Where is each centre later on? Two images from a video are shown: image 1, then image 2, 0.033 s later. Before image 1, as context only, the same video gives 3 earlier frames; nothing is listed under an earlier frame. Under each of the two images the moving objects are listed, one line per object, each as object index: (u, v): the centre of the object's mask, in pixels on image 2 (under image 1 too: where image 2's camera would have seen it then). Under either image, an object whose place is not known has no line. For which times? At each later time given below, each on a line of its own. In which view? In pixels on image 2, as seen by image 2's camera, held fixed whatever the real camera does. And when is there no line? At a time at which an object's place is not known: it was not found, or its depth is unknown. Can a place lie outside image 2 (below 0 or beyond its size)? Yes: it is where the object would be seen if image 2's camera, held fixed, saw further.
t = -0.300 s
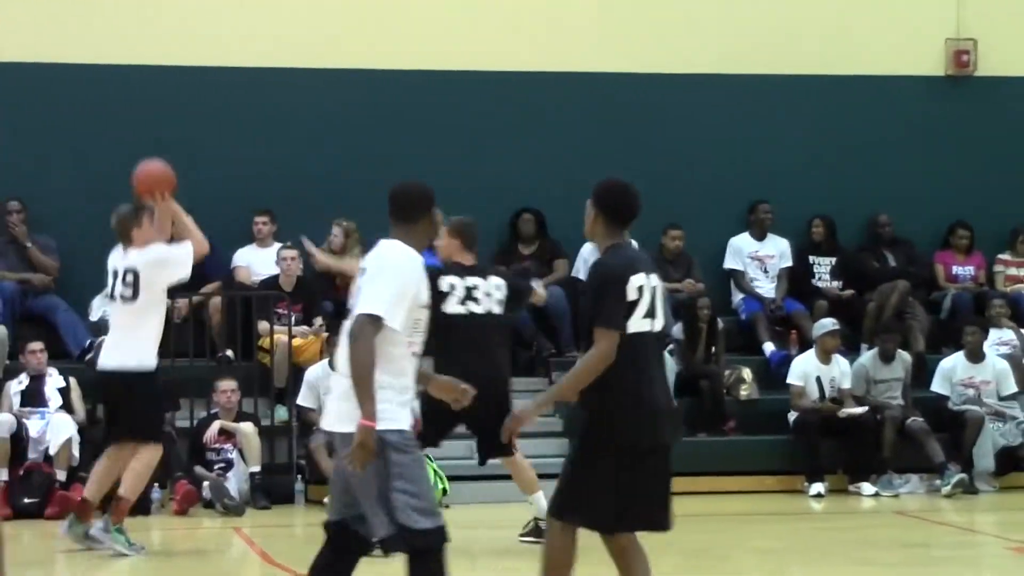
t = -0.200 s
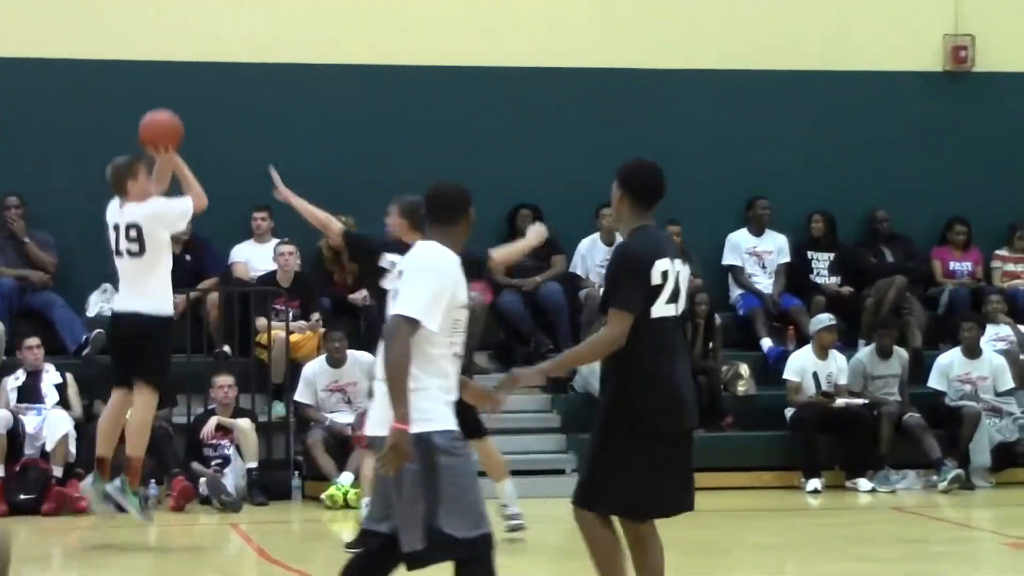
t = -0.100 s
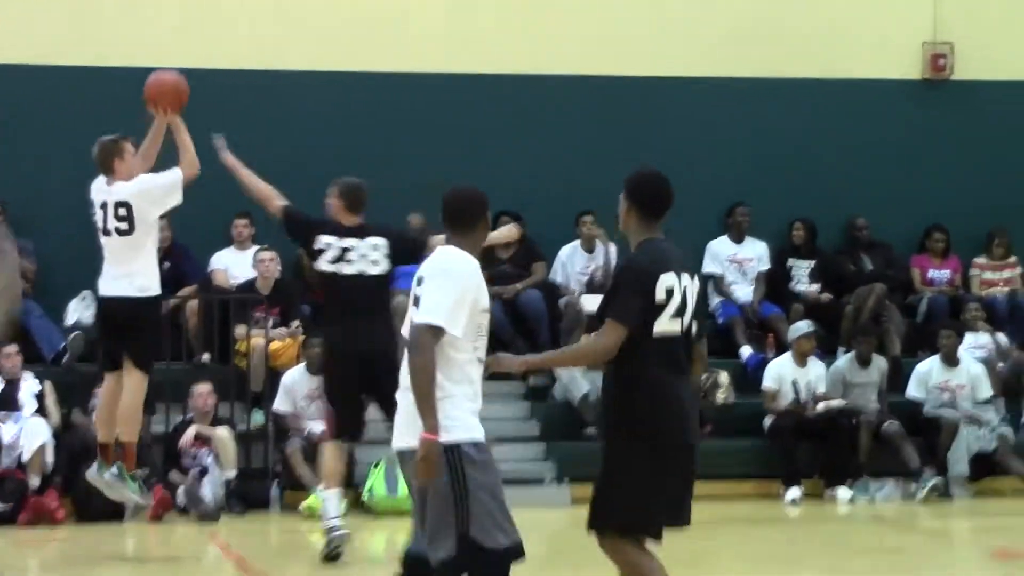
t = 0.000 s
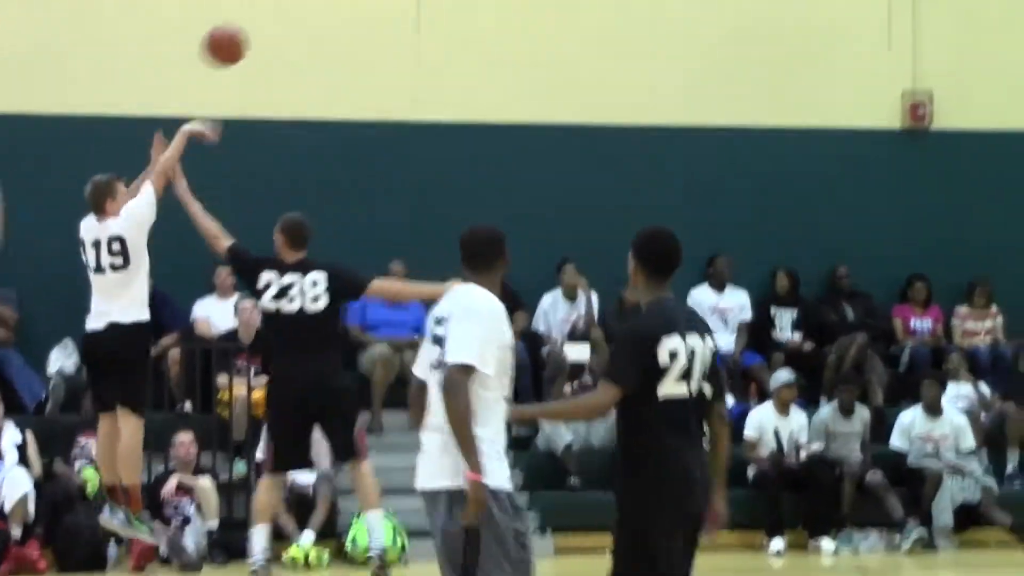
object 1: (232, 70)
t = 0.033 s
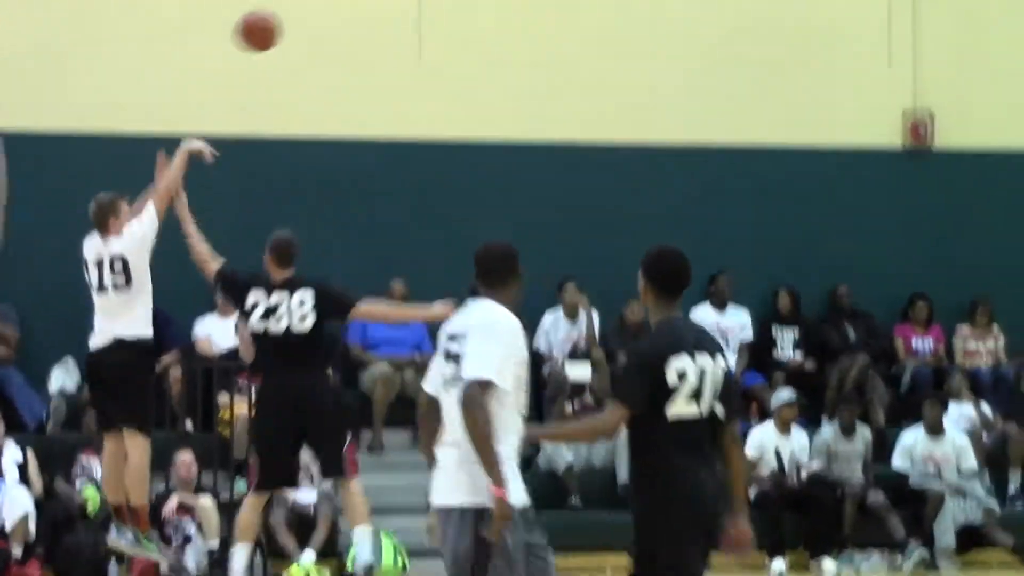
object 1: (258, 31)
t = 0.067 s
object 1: (288, -2)
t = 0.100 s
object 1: (318, -30)
